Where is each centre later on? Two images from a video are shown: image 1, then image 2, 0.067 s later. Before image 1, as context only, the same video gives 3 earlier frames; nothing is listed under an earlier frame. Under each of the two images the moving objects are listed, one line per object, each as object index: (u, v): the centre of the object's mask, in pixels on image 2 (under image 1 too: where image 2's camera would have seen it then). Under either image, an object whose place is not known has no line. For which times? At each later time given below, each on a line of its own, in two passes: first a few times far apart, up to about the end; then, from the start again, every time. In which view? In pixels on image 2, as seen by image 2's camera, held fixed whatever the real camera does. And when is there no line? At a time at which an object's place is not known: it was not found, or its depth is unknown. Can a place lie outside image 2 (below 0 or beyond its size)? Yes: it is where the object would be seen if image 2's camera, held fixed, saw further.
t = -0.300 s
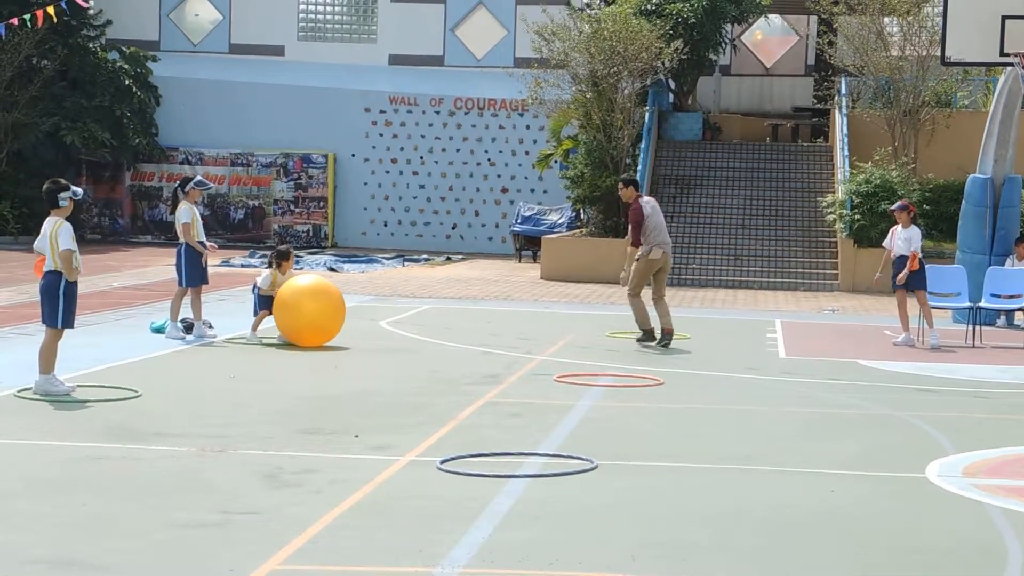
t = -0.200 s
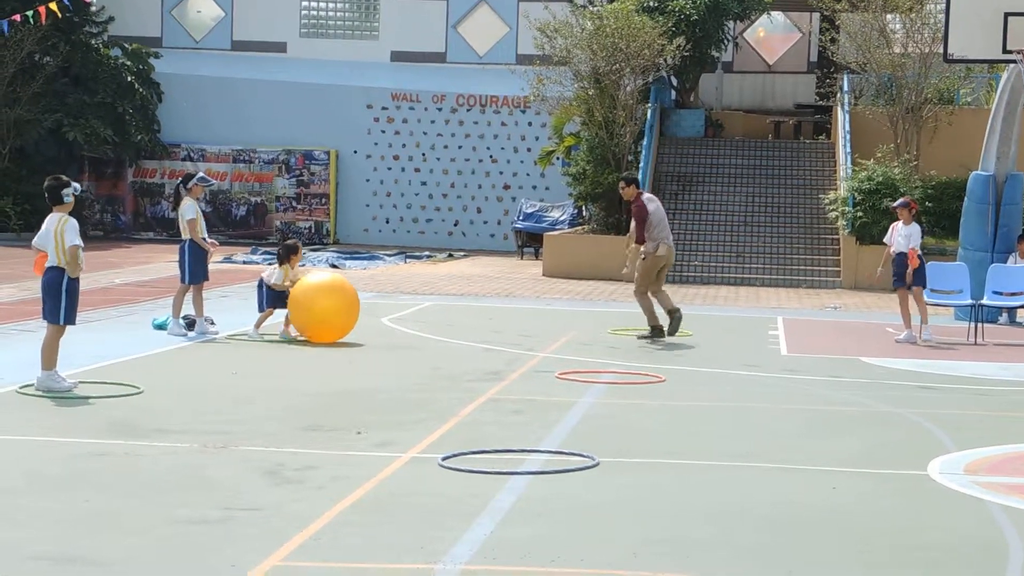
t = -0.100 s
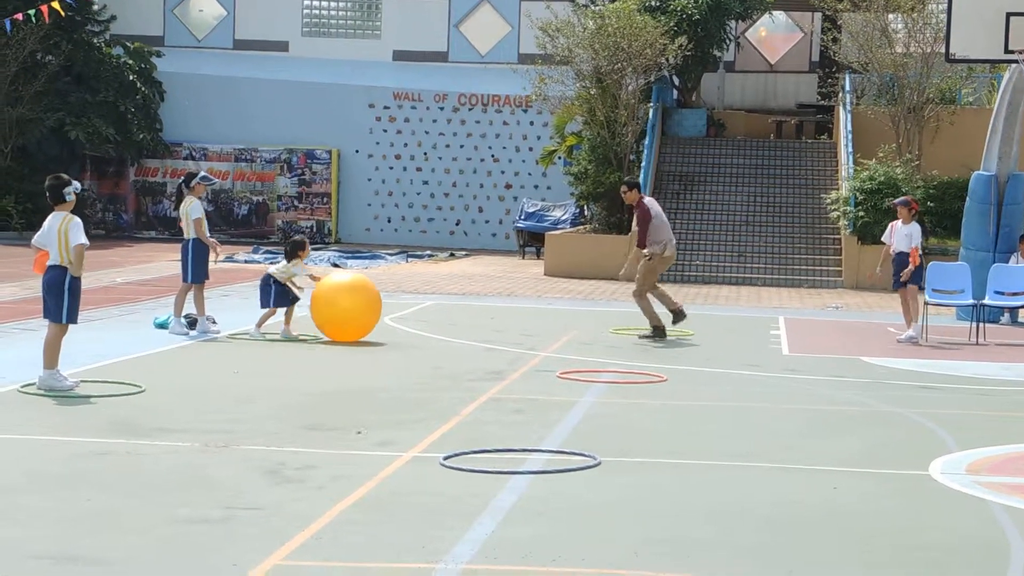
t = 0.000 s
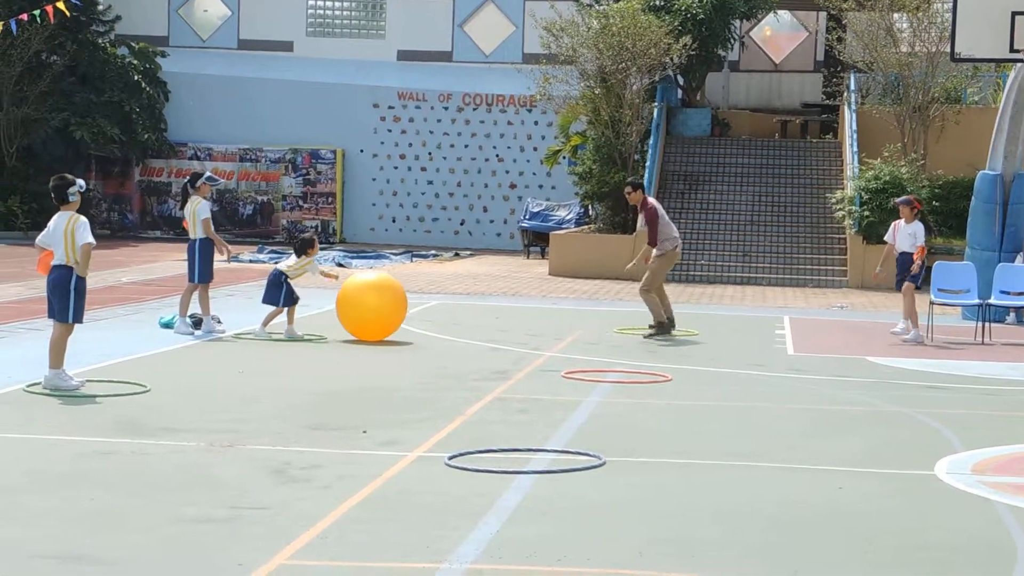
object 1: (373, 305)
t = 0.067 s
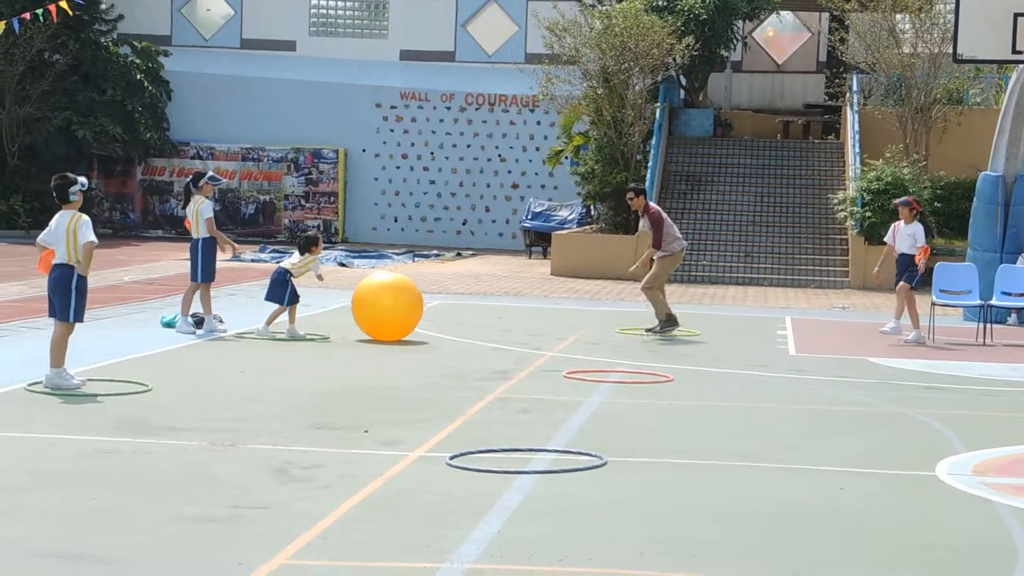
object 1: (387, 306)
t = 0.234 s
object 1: (423, 305)
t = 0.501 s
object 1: (479, 307)
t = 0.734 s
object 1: (521, 306)
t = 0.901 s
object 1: (549, 307)
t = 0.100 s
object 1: (394, 306)
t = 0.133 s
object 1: (401, 305)
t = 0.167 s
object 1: (409, 305)
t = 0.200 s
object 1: (416, 305)
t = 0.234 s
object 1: (423, 305)
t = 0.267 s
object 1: (430, 304)
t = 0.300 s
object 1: (437, 304)
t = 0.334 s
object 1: (444, 306)
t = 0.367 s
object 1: (451, 306)
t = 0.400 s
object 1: (458, 306)
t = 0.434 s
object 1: (465, 306)
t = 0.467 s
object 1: (472, 306)
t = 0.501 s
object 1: (479, 307)
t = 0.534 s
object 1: (485, 307)
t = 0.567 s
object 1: (491, 306)
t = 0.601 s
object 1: (497, 306)
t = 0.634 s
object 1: (503, 306)
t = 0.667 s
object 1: (510, 307)
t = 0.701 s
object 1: (515, 307)
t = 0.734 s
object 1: (521, 306)
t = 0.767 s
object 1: (527, 306)
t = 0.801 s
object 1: (532, 306)
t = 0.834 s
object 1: (538, 307)
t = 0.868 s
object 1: (544, 307)
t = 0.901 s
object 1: (549, 307)
